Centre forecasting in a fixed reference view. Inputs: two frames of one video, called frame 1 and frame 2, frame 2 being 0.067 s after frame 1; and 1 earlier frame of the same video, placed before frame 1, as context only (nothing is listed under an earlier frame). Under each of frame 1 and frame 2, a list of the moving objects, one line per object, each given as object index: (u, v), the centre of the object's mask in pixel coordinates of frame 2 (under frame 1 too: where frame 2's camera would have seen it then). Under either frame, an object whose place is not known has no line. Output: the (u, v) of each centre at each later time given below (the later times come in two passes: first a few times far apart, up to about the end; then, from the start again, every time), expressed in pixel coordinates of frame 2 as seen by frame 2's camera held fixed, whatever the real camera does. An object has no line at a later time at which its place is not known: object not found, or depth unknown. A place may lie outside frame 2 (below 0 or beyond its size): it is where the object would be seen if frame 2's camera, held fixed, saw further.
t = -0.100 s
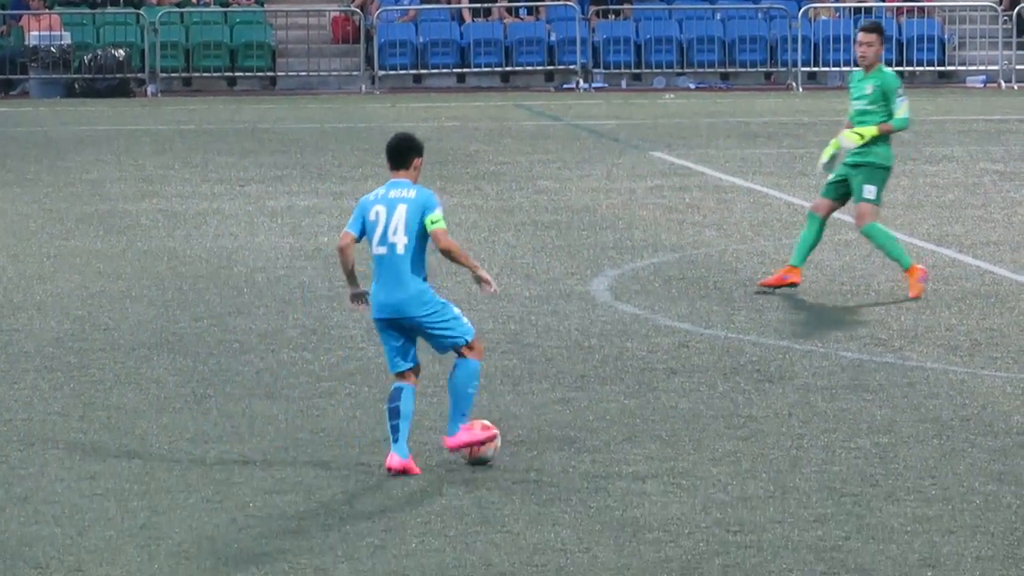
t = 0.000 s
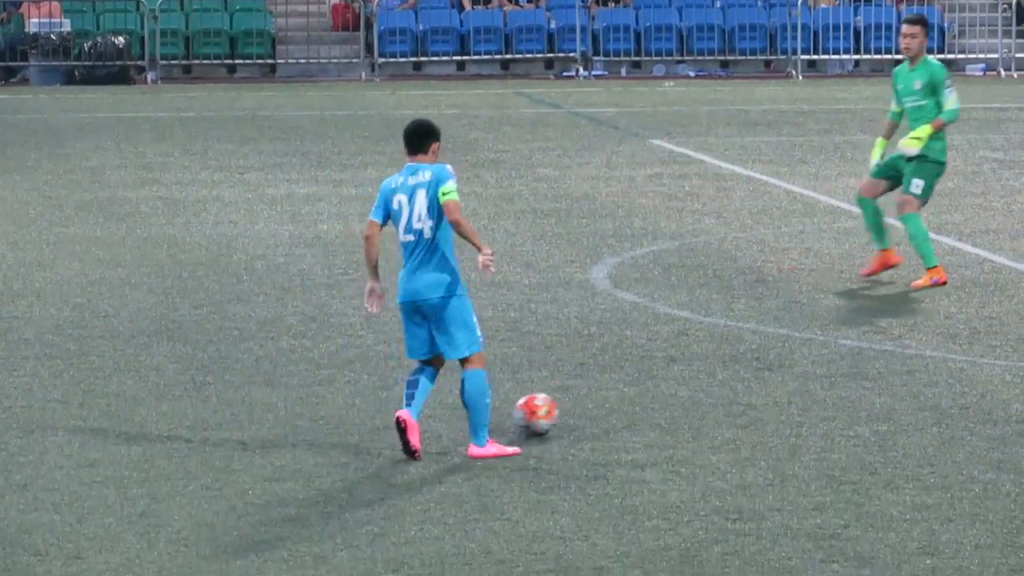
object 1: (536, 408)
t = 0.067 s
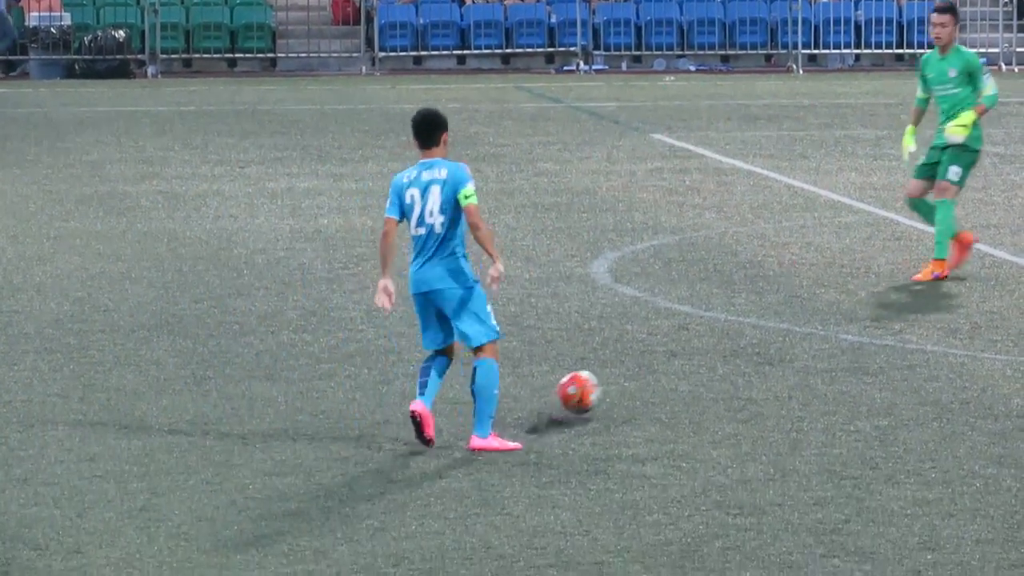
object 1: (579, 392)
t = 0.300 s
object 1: (704, 348)
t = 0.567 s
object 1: (805, 319)
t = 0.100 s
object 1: (599, 385)
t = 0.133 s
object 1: (619, 379)
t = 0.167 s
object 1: (639, 376)
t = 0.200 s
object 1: (657, 372)
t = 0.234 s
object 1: (673, 362)
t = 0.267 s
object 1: (688, 354)
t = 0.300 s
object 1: (704, 348)
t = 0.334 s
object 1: (719, 345)
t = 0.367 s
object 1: (734, 343)
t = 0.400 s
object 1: (747, 343)
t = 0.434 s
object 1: (760, 339)
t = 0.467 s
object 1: (771, 330)
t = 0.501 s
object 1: (783, 324)
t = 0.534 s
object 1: (794, 321)
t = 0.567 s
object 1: (805, 319)
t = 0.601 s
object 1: (815, 320)
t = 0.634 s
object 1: (825, 321)
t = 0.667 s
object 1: (833, 313)
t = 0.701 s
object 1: (841, 306)
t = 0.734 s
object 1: (849, 302)
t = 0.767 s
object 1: (857, 300)
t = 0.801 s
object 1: (864, 299)
